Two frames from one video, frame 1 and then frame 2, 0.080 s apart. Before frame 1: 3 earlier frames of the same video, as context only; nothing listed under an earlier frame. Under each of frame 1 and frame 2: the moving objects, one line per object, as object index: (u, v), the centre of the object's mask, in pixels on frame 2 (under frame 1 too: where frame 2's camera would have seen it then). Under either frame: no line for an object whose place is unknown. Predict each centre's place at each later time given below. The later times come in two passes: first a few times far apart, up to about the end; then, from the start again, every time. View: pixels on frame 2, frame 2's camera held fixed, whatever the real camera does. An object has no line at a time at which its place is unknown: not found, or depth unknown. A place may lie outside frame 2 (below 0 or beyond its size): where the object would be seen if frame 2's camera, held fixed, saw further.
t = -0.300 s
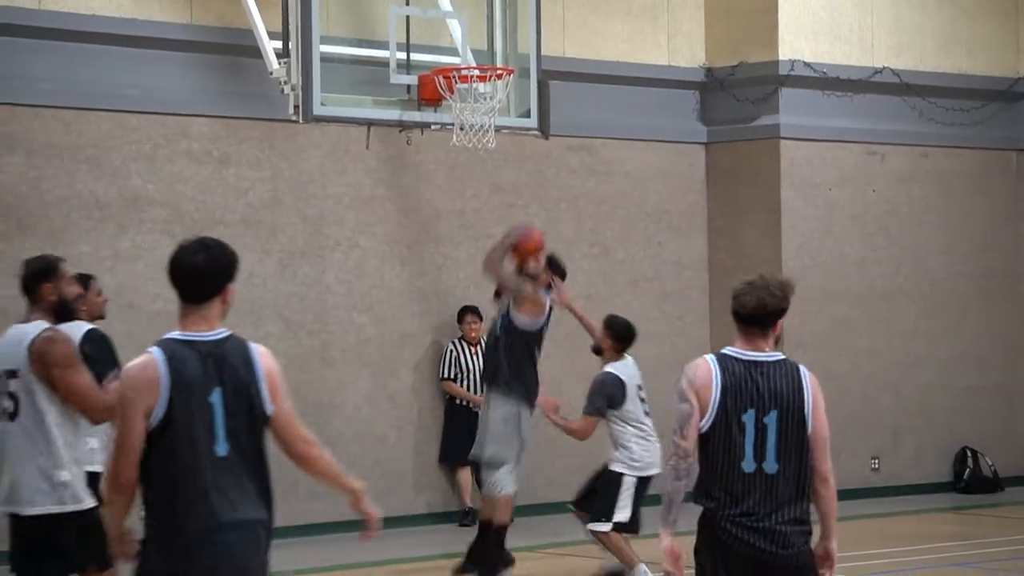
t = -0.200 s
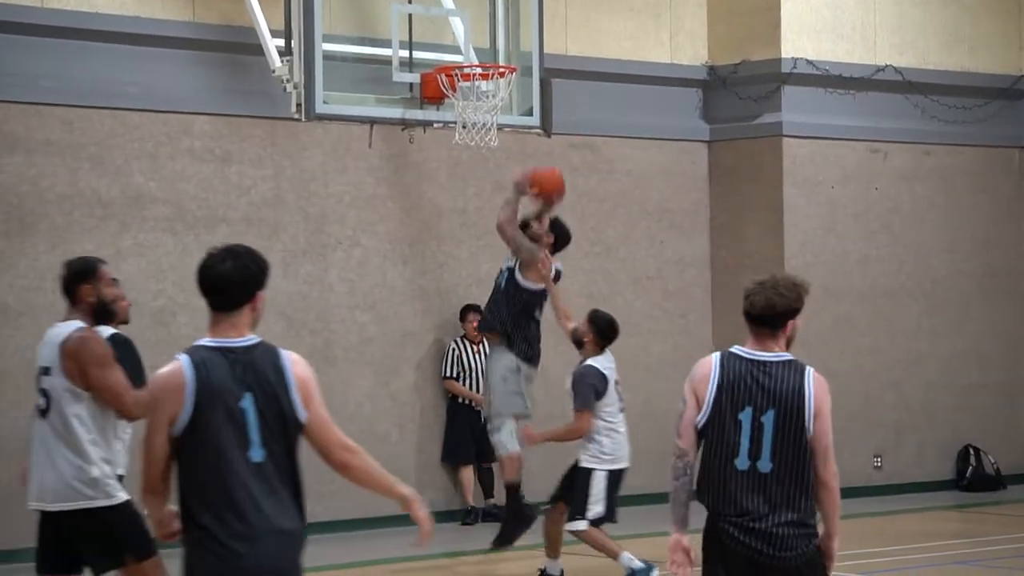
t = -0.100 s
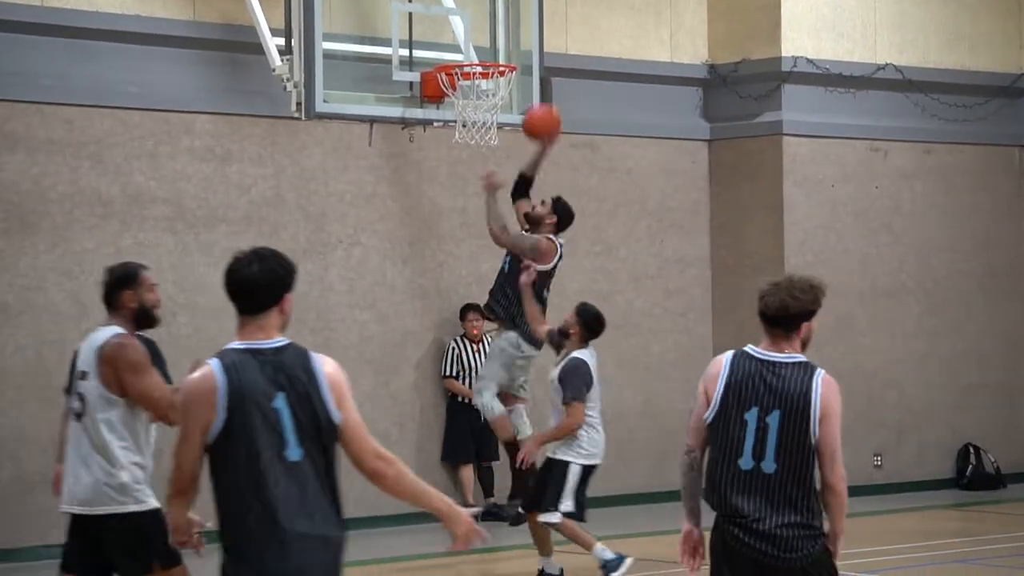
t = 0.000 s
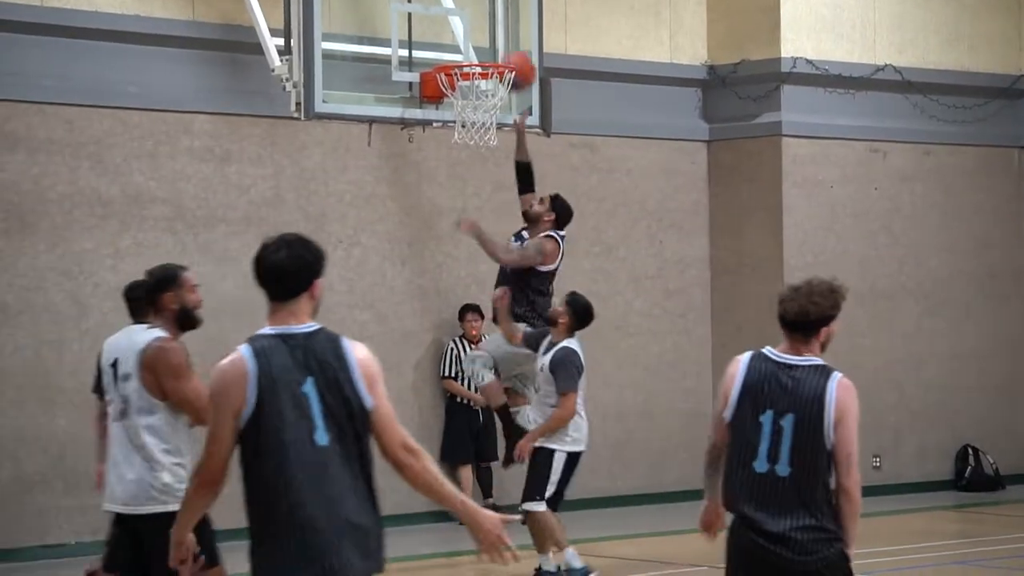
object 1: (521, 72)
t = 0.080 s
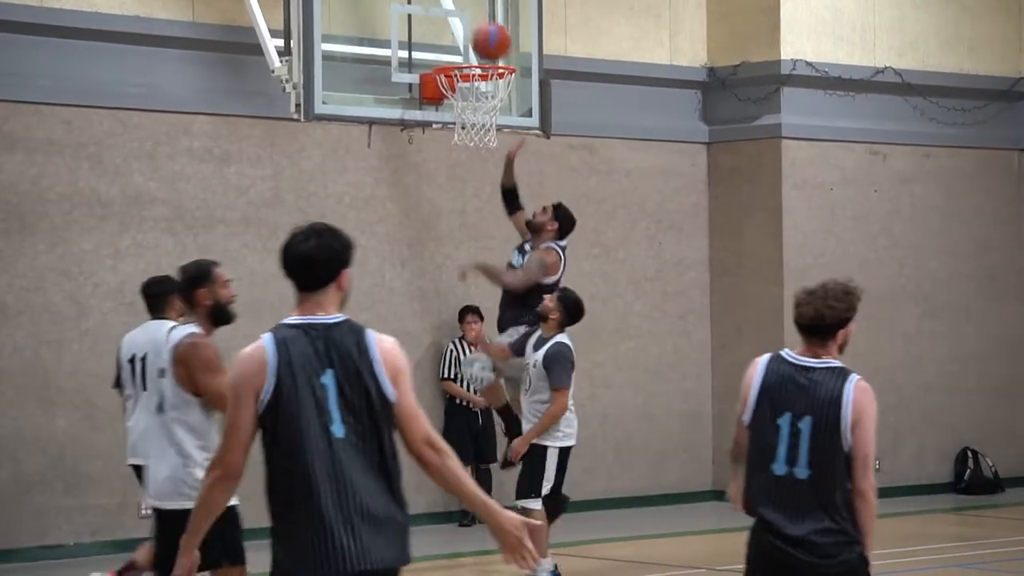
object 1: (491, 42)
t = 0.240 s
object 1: (461, 15)
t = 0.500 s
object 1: (456, 58)
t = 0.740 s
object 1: (509, 148)
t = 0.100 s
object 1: (484, 35)
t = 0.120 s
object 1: (479, 29)
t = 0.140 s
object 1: (473, 23)
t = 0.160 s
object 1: (466, 19)
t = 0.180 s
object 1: (463, 17)
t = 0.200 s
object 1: (462, 15)
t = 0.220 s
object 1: (462, 15)
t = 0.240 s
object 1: (461, 15)
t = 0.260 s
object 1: (461, 14)
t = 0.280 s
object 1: (460, 15)
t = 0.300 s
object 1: (460, 16)
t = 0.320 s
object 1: (459, 18)
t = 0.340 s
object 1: (459, 21)
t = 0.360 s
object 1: (458, 24)
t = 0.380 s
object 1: (458, 29)
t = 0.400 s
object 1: (457, 34)
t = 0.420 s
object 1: (457, 39)
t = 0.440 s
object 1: (456, 45)
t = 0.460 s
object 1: (455, 50)
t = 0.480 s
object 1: (454, 55)
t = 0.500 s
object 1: (456, 58)
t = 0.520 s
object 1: (465, 72)
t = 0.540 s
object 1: (471, 83)
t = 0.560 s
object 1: (475, 87)
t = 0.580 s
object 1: (480, 95)
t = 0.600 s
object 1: (484, 103)
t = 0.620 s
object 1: (490, 111)
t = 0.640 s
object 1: (494, 117)
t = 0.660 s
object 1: (497, 120)
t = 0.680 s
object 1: (500, 132)
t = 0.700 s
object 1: (503, 134)
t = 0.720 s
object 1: (506, 141)
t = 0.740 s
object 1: (509, 148)
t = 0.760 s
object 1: (512, 155)
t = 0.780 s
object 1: (515, 164)
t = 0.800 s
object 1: (518, 173)
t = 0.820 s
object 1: (521, 182)
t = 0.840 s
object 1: (524, 193)
